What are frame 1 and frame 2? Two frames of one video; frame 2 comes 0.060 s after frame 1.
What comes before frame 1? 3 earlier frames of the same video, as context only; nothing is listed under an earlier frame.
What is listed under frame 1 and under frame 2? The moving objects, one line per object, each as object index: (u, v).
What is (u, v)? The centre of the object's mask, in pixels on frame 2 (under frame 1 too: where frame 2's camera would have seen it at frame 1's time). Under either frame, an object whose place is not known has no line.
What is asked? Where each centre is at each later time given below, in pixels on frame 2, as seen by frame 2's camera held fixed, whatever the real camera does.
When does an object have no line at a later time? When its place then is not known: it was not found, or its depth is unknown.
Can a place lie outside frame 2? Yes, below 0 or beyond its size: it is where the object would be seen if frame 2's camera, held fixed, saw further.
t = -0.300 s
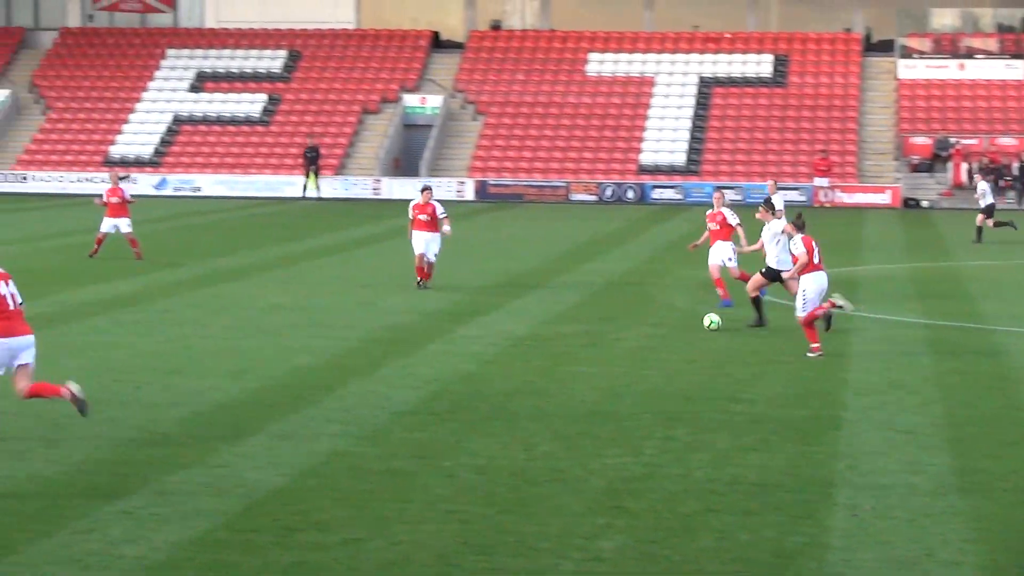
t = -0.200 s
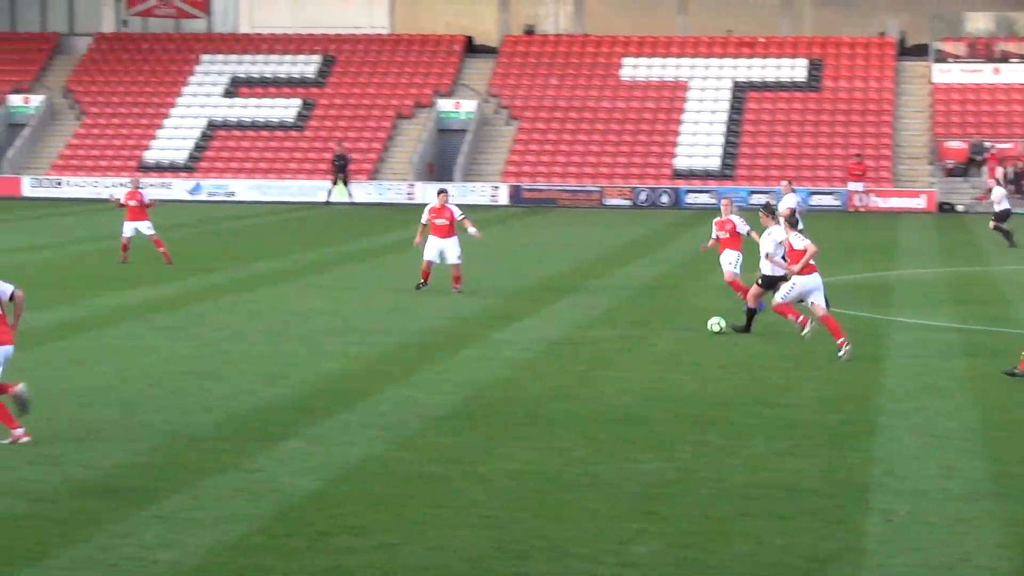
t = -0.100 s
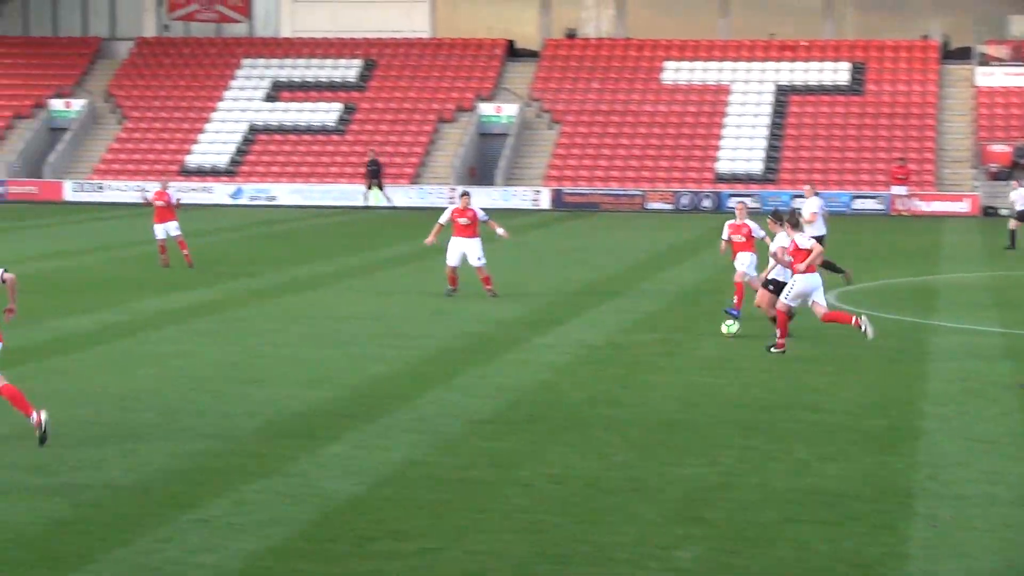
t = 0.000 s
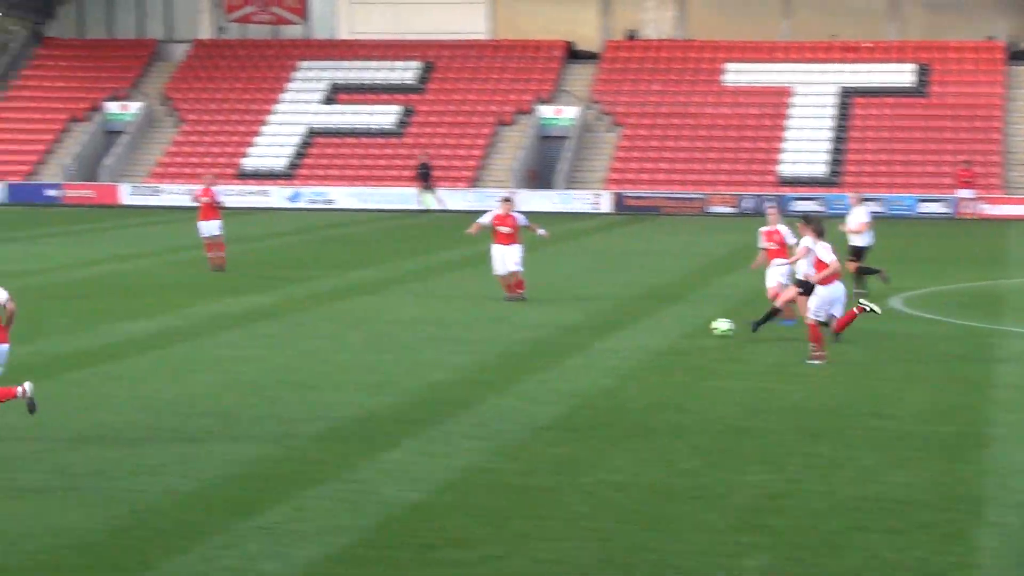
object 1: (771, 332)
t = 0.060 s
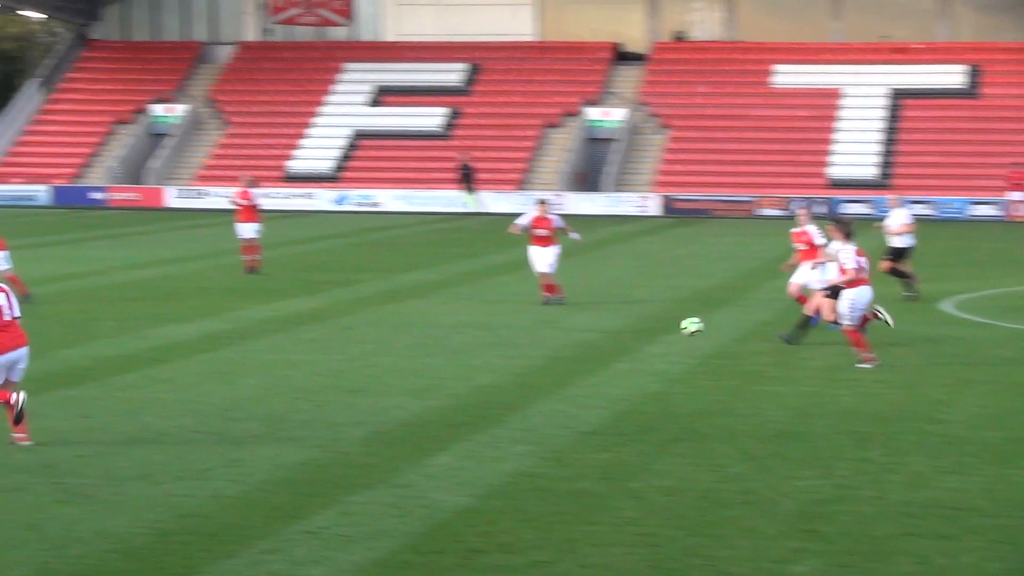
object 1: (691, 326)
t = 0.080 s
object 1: (666, 325)
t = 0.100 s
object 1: (640, 324)
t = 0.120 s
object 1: (614, 324)
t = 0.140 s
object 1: (588, 324)
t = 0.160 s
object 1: (563, 325)
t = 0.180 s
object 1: (537, 325)
